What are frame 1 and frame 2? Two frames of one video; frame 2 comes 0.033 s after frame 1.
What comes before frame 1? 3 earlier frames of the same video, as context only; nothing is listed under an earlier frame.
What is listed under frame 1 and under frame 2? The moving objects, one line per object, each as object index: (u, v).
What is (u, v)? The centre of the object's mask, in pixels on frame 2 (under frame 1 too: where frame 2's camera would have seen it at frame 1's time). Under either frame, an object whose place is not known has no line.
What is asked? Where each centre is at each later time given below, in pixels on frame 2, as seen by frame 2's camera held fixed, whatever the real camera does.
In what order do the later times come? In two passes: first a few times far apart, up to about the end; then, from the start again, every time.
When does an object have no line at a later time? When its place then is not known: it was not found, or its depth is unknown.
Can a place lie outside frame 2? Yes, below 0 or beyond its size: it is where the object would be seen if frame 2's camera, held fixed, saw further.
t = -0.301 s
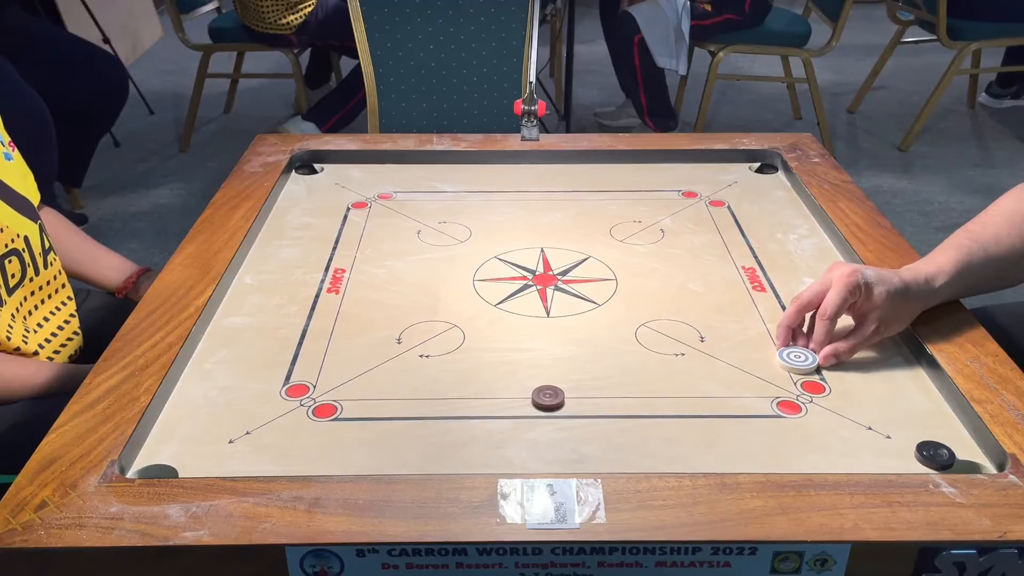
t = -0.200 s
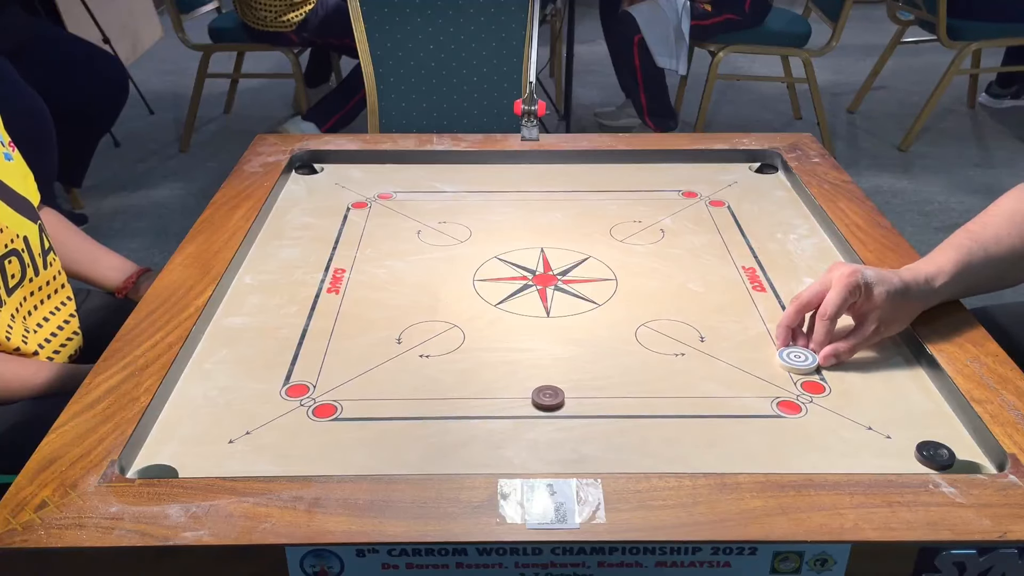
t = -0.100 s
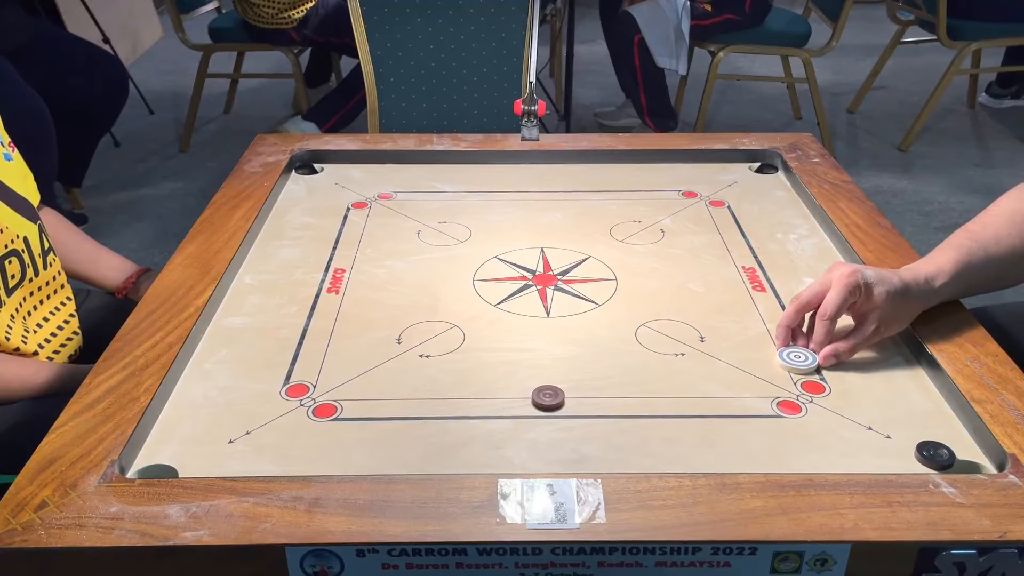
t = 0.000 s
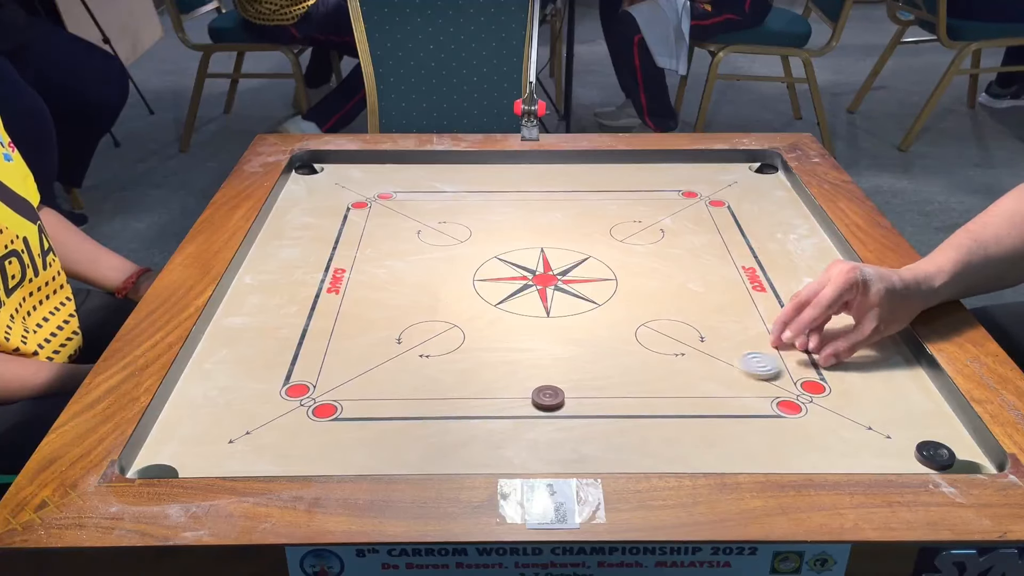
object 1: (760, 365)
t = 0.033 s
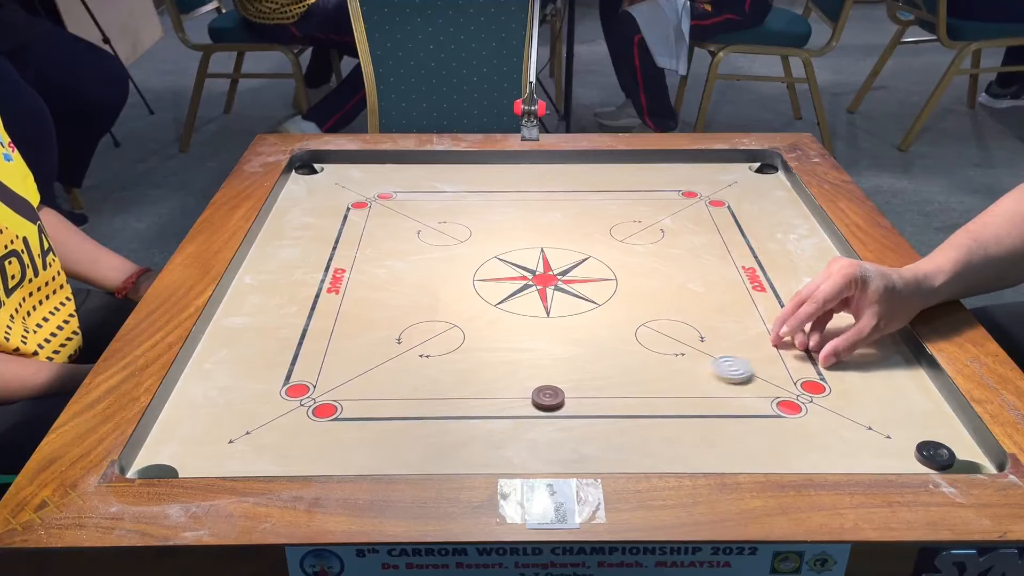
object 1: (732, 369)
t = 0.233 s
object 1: (578, 391)
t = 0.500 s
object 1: (502, 397)
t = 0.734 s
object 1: (490, 397)
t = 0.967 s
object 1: (490, 398)
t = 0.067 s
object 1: (705, 373)
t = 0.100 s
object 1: (677, 377)
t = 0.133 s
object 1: (651, 381)
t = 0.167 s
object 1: (625, 384)
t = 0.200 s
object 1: (599, 388)
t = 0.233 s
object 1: (578, 391)
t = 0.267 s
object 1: (565, 392)
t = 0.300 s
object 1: (553, 393)
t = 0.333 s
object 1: (543, 394)
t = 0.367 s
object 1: (533, 394)
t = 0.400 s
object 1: (524, 395)
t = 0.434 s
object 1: (516, 396)
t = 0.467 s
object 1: (509, 396)
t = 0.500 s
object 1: (502, 397)
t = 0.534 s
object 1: (498, 397)
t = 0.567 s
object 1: (494, 398)
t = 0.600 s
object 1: (491, 398)
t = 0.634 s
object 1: (490, 398)
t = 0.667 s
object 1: (490, 398)
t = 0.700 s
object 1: (490, 398)
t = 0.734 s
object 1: (490, 397)
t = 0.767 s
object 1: (490, 398)
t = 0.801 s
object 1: (490, 398)
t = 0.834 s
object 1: (490, 398)
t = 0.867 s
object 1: (490, 398)
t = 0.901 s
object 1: (490, 398)
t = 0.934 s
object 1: (490, 398)
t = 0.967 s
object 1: (490, 398)
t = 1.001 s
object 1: (490, 398)
